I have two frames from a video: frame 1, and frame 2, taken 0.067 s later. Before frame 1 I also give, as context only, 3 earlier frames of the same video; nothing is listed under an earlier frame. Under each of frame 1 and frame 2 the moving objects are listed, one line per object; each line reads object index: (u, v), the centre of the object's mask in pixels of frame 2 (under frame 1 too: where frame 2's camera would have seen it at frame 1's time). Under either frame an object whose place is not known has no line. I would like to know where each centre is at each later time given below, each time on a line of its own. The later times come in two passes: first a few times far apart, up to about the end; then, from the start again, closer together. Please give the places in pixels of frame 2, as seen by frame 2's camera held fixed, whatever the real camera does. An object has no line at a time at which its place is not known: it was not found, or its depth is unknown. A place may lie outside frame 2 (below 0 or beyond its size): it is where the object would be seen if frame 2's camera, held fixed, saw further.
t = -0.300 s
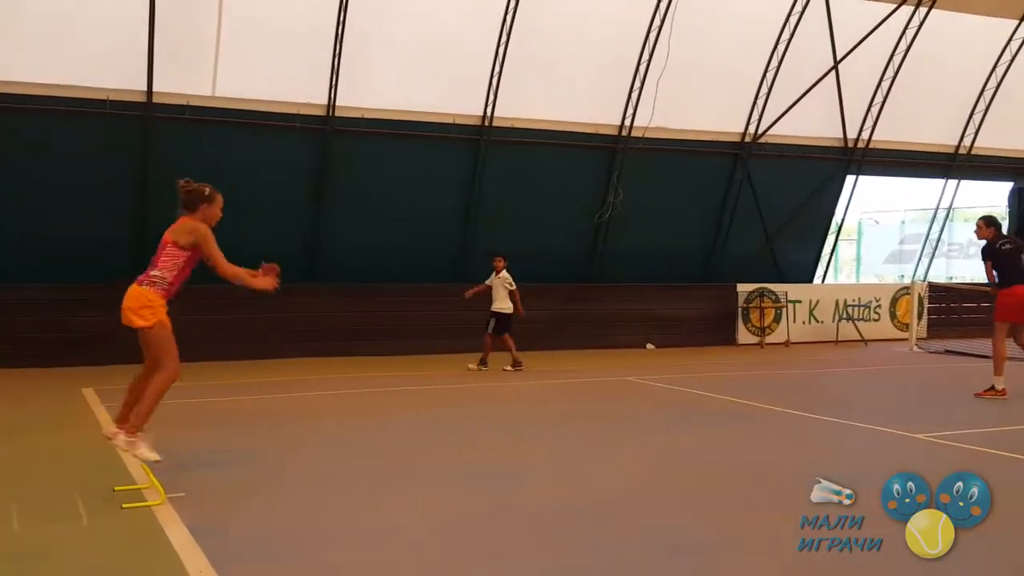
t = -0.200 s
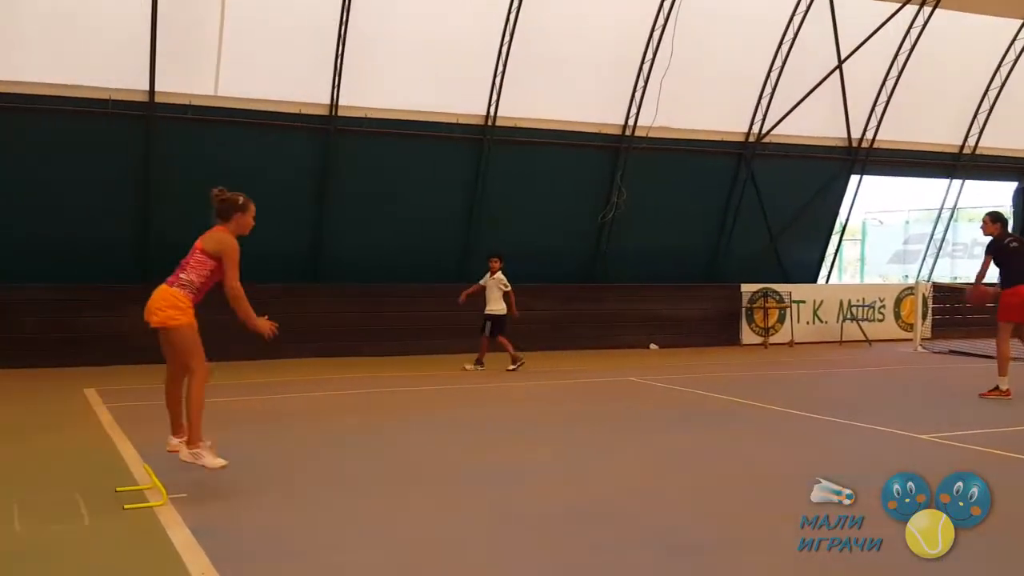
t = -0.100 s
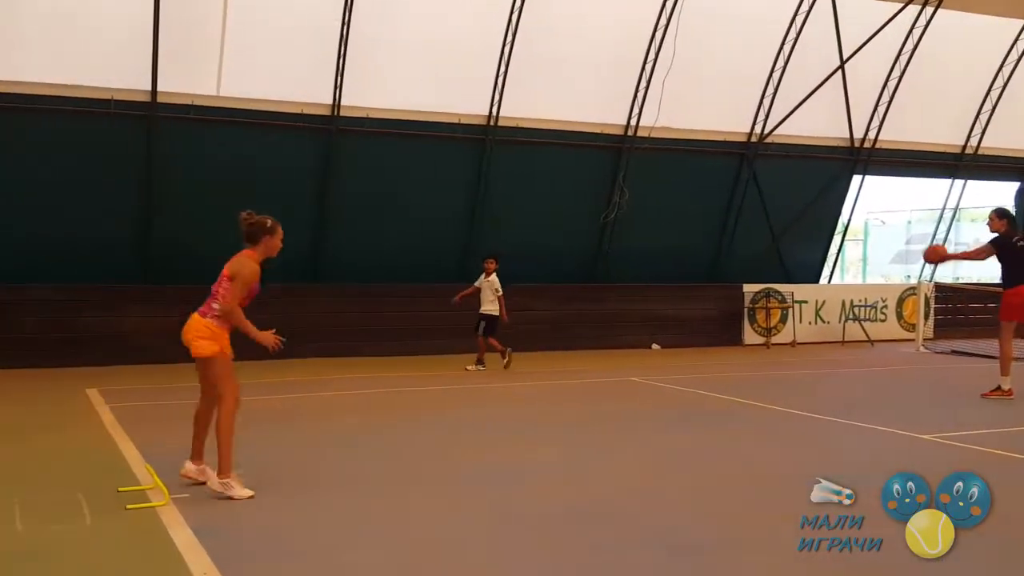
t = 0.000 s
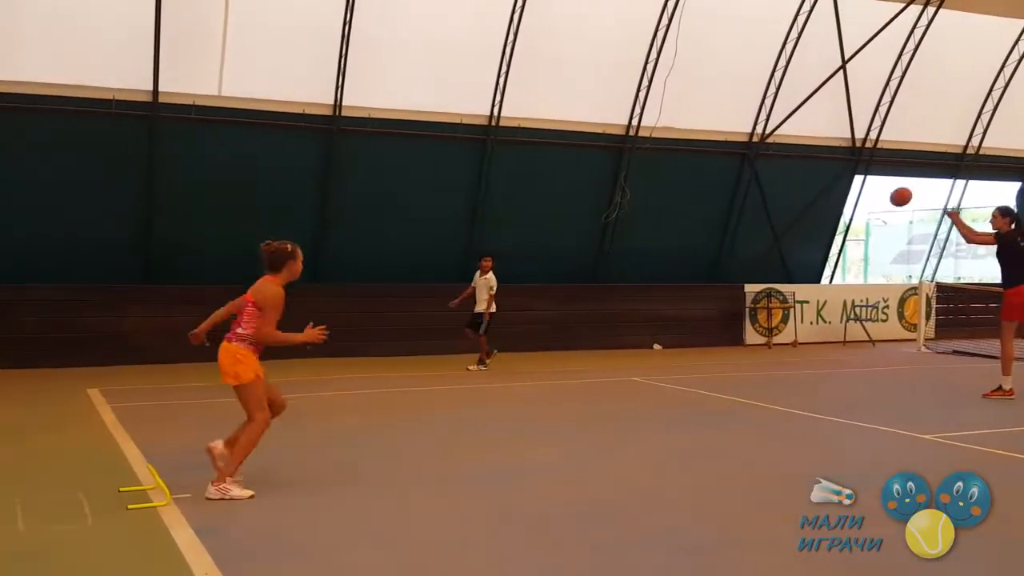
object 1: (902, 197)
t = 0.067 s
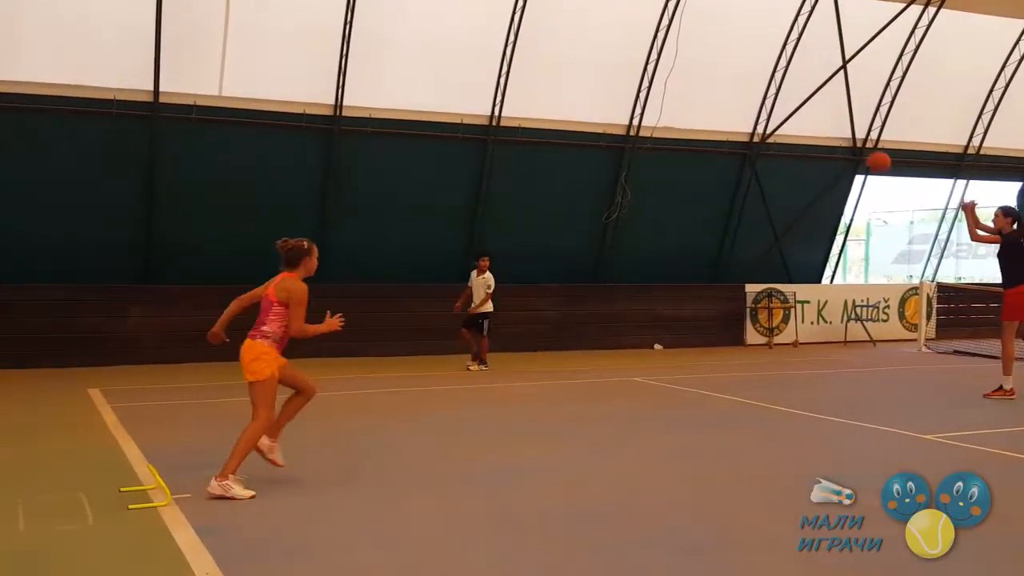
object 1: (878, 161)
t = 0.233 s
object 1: (819, 96)
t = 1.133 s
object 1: (480, 215)
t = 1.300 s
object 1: (418, 330)
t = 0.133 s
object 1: (855, 133)
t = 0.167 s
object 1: (843, 120)
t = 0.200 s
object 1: (830, 107)
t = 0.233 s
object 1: (819, 96)
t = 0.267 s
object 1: (807, 86)
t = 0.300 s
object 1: (794, 77)
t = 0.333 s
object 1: (783, 69)
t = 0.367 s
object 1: (770, 62)
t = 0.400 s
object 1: (758, 56)
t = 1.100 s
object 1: (493, 196)
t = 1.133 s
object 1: (480, 215)
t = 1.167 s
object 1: (468, 236)
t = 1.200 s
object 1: (455, 257)
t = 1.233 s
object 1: (443, 280)
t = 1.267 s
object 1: (430, 304)
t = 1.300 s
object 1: (418, 330)
